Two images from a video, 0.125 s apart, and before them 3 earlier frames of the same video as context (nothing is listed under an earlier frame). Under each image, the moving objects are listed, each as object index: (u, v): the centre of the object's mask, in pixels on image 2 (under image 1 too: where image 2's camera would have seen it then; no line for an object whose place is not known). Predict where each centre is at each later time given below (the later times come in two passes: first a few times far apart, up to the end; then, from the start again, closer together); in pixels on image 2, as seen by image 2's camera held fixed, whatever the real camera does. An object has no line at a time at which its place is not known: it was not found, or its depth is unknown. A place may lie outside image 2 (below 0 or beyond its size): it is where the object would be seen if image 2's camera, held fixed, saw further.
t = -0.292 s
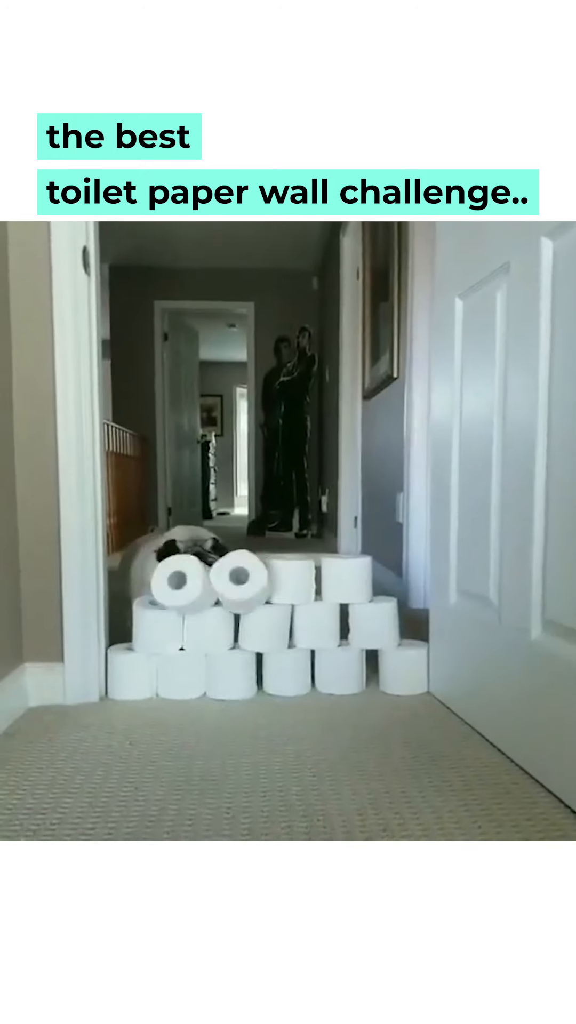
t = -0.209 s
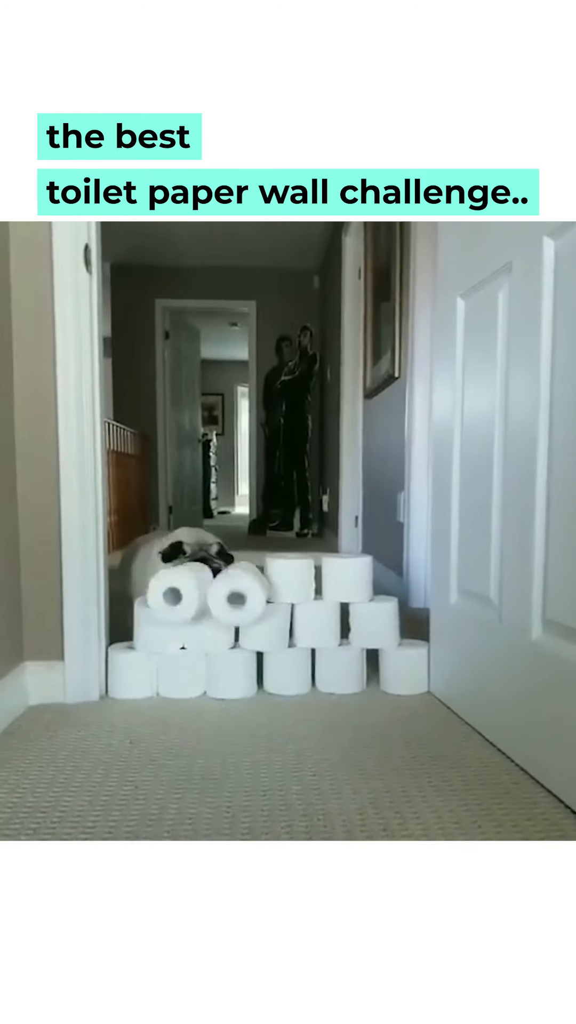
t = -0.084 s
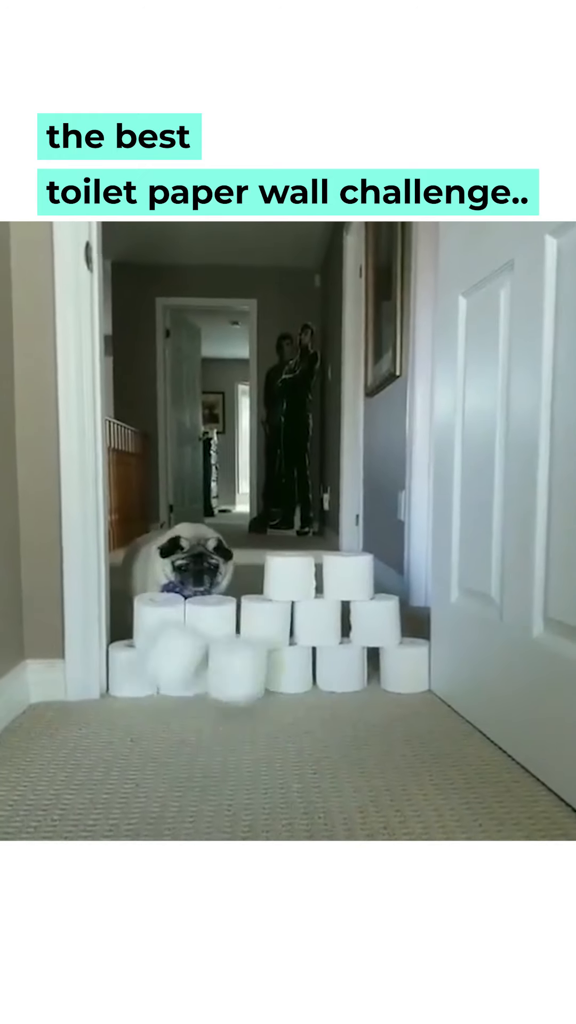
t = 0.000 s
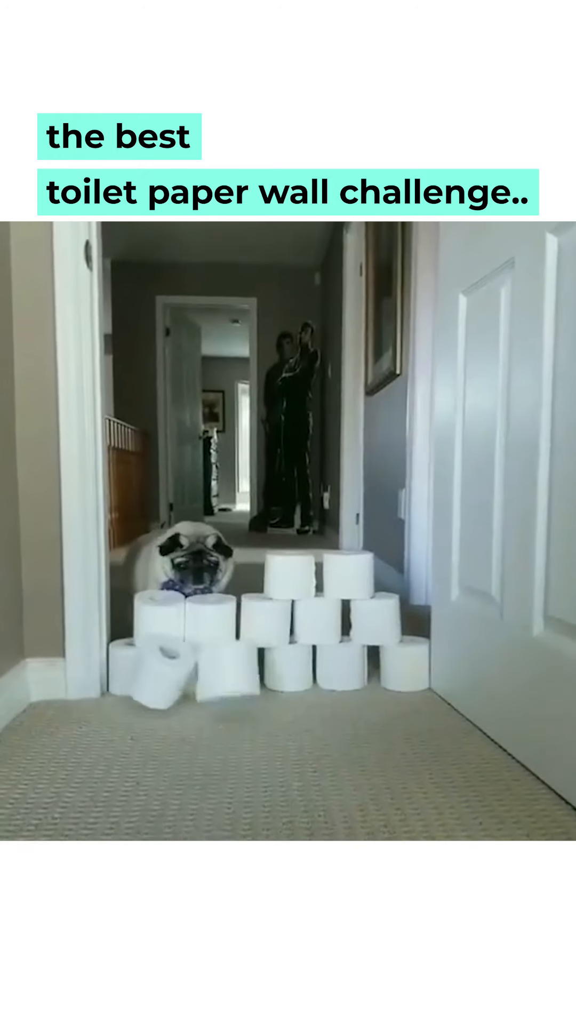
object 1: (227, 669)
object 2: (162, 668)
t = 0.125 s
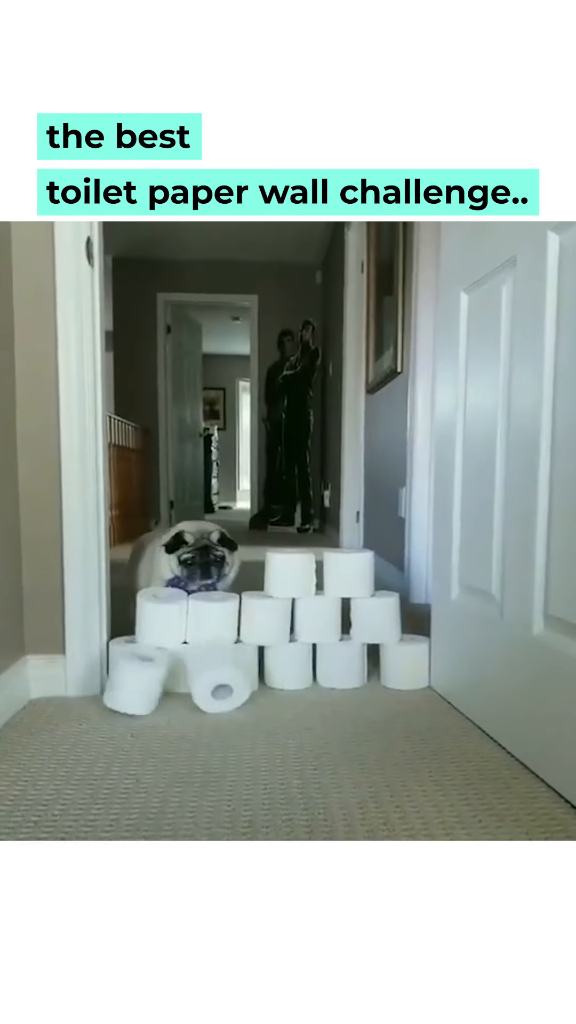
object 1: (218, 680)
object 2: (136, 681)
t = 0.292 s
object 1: (205, 681)
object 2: (122, 685)
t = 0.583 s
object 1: (187, 681)
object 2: (122, 685)
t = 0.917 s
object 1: (193, 681)
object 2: (122, 686)
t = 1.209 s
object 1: (200, 681)
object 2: (122, 686)
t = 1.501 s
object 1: (195, 681)
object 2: (122, 685)
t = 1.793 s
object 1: (196, 681)
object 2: (121, 685)
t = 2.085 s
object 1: (196, 681)
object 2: (122, 685)
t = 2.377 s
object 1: (196, 681)
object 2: (122, 685)
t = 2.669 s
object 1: (196, 681)
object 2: (121, 685)
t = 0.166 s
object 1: (219, 681)
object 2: (130, 683)
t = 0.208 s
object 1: (217, 681)
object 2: (126, 685)
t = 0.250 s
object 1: (211, 680)
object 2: (123, 685)
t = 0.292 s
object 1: (205, 681)
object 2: (122, 685)
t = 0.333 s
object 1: (201, 681)
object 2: (122, 685)
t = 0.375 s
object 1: (195, 681)
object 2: (122, 686)
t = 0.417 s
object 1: (193, 681)
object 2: (122, 685)
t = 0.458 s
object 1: (191, 681)
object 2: (122, 685)
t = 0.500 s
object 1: (189, 681)
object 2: (122, 685)
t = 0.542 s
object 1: (187, 681)
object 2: (122, 685)
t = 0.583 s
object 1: (187, 681)
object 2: (122, 685)
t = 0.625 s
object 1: (186, 681)
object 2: (122, 685)
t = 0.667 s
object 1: (186, 681)
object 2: (122, 686)
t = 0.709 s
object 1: (186, 680)
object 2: (122, 686)
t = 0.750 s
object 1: (187, 680)
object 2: (122, 686)
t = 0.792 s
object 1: (189, 680)
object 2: (122, 686)
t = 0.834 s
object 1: (190, 681)
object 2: (122, 686)
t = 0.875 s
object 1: (191, 681)
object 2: (122, 686)
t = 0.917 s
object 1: (193, 681)
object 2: (122, 686)
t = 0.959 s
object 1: (194, 681)
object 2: (122, 686)
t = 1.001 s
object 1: (196, 681)
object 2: (122, 686)
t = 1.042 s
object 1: (198, 681)
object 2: (122, 686)
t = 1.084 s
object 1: (199, 681)
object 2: (122, 686)
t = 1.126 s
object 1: (199, 681)
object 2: (122, 686)
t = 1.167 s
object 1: (200, 681)
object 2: (122, 686)
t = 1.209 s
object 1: (200, 681)
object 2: (122, 686)
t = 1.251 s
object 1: (200, 681)
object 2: (122, 686)
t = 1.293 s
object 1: (199, 681)
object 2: (122, 686)
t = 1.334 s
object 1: (198, 681)
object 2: (122, 686)
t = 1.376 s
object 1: (198, 681)
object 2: (122, 686)
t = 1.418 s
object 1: (196, 682)
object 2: (122, 686)
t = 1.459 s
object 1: (195, 681)
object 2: (122, 685)
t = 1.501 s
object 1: (195, 681)
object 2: (122, 685)
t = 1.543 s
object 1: (195, 681)
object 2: (122, 685)
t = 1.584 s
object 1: (195, 681)
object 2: (122, 685)
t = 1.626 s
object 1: (195, 681)
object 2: (122, 685)
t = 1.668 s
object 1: (196, 681)
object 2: (122, 685)
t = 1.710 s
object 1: (196, 681)
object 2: (122, 685)
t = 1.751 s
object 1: (197, 681)
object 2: (121, 685)
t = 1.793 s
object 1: (196, 681)
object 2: (121, 685)
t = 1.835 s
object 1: (196, 681)
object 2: (121, 685)
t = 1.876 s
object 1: (196, 681)
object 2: (121, 685)
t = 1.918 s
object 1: (196, 681)
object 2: (121, 685)
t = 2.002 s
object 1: (196, 681)
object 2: (122, 685)
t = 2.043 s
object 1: (196, 681)
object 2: (122, 685)
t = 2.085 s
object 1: (196, 681)
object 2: (122, 685)
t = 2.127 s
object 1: (196, 681)
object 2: (122, 685)
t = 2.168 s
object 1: (196, 681)
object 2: (121, 685)
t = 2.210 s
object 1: (196, 681)
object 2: (121, 685)
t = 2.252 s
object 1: (196, 681)
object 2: (121, 685)
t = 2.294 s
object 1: (196, 681)
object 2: (121, 685)
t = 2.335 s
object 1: (196, 681)
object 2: (121, 685)
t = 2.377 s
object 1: (196, 681)
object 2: (122, 685)
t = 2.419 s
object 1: (196, 681)
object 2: (122, 685)
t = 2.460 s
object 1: (196, 681)
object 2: (121, 685)
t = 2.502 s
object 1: (196, 681)
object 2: (122, 685)
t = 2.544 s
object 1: (196, 681)
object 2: (122, 685)
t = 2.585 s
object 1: (196, 681)
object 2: (121, 685)
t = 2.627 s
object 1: (196, 681)
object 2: (121, 685)
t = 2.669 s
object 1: (196, 681)
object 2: (121, 685)
